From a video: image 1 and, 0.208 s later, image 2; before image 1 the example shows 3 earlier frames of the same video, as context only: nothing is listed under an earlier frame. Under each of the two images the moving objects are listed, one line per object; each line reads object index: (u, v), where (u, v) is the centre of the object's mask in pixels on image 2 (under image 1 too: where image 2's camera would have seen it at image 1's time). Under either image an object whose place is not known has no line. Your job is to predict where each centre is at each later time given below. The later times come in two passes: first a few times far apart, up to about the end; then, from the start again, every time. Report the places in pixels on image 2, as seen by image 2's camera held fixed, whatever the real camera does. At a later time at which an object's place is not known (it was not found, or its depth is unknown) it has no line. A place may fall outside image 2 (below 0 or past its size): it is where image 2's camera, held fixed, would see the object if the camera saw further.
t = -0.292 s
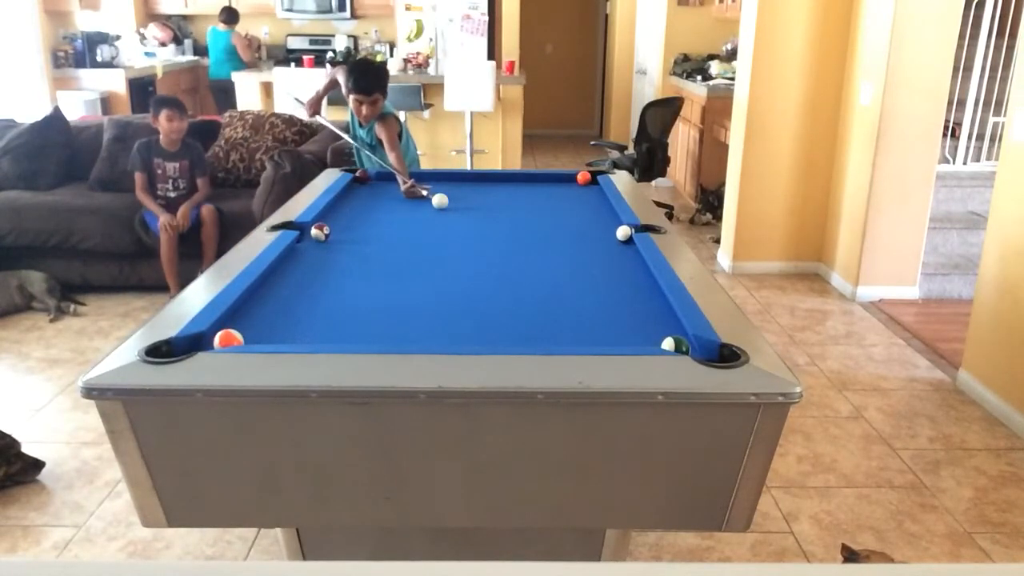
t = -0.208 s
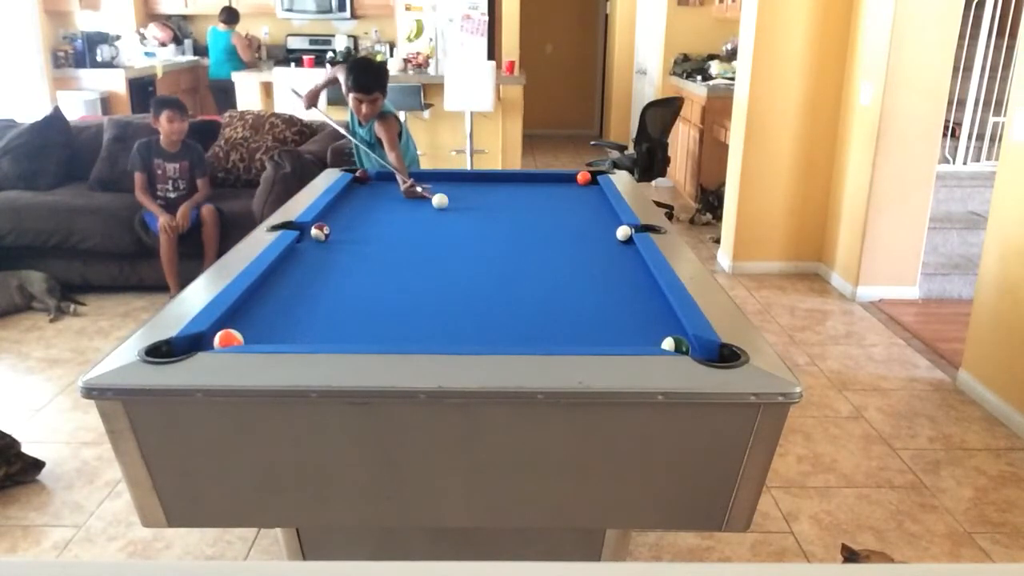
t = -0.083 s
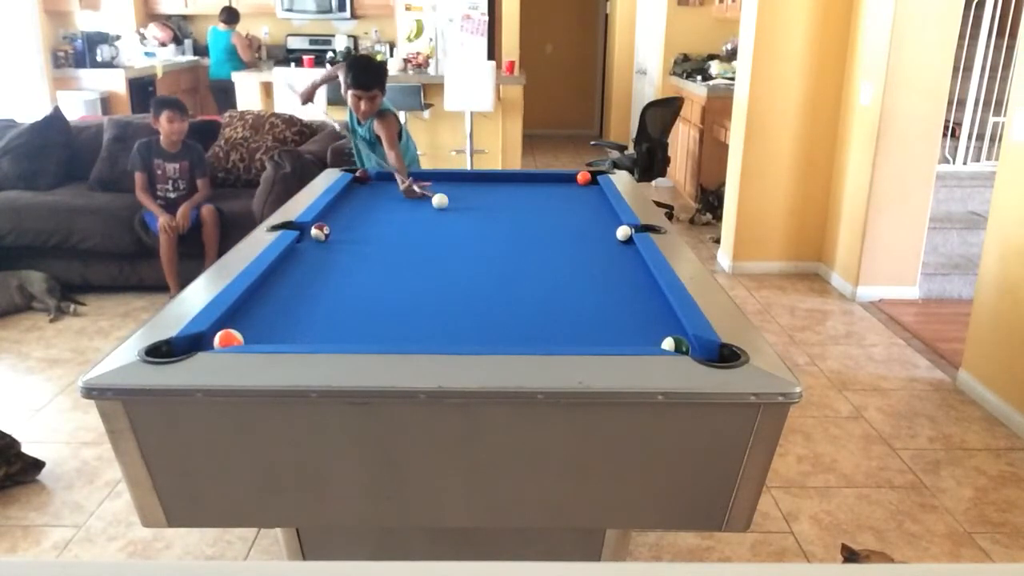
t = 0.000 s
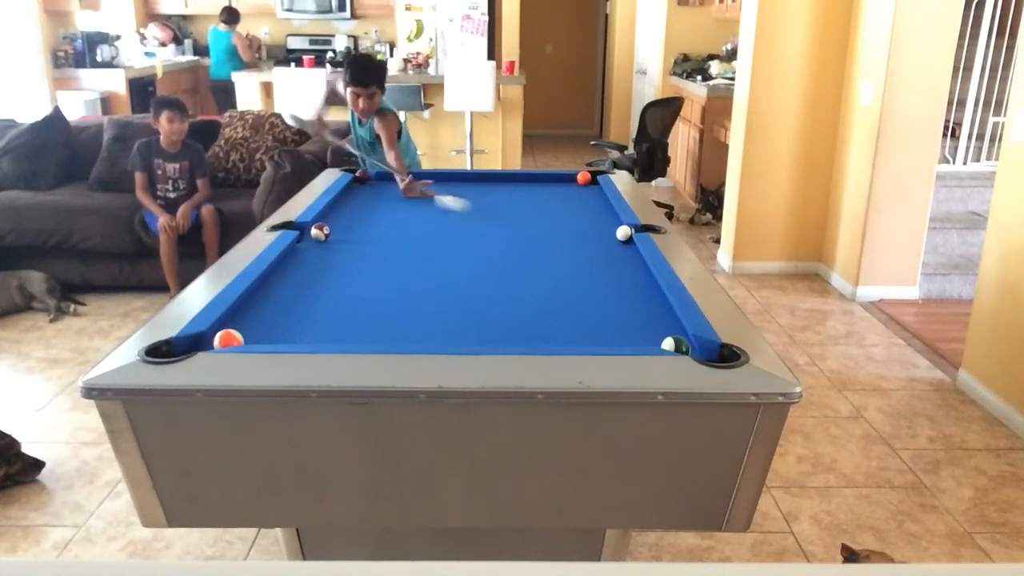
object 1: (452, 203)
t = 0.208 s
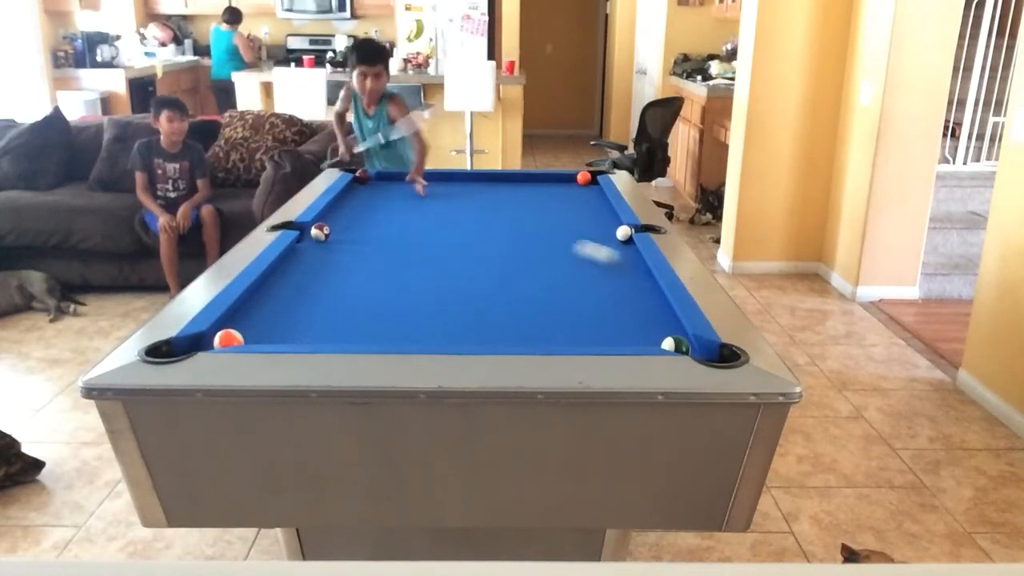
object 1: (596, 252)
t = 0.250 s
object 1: (627, 263)
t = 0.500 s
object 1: (529, 323)
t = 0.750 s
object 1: (421, 319)
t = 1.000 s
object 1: (340, 290)
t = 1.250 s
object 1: (286, 267)
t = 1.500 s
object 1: (342, 249)
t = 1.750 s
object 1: (387, 234)
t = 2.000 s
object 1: (424, 222)
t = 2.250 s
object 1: (456, 211)
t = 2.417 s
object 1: (475, 204)
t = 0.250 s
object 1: (627, 263)
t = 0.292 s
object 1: (626, 274)
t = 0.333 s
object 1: (608, 283)
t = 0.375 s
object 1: (588, 293)
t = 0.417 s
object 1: (569, 303)
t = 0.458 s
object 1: (549, 313)
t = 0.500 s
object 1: (529, 323)
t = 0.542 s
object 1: (511, 333)
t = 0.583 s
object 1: (491, 339)
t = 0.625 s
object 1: (469, 337)
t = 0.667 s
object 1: (453, 332)
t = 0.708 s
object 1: (437, 326)
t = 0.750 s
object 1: (421, 319)
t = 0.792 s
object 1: (406, 314)
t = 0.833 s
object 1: (392, 308)
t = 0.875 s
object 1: (378, 304)
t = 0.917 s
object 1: (364, 299)
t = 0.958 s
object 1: (352, 294)
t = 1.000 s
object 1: (340, 290)
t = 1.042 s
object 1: (327, 286)
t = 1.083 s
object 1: (316, 281)
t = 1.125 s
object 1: (305, 277)
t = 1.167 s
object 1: (294, 273)
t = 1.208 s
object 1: (284, 270)
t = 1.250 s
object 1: (286, 267)
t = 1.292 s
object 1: (298, 263)
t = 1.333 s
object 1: (308, 260)
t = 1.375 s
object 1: (317, 257)
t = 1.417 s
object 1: (326, 254)
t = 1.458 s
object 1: (334, 251)
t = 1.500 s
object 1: (342, 249)
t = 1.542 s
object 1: (351, 246)
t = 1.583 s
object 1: (358, 243)
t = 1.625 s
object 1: (366, 241)
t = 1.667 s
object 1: (373, 239)
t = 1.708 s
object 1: (380, 236)
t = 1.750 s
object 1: (387, 234)
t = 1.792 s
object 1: (394, 232)
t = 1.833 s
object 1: (400, 230)
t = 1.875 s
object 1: (407, 228)
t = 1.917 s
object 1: (412, 226)
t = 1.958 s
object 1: (419, 224)
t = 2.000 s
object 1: (424, 222)
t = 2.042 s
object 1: (430, 220)
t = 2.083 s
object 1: (435, 218)
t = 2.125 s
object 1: (441, 216)
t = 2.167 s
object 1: (446, 214)
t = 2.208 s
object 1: (451, 212)
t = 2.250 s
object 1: (456, 211)
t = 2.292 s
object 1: (461, 209)
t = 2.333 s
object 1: (466, 208)
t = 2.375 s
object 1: (470, 206)
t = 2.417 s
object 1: (475, 204)
